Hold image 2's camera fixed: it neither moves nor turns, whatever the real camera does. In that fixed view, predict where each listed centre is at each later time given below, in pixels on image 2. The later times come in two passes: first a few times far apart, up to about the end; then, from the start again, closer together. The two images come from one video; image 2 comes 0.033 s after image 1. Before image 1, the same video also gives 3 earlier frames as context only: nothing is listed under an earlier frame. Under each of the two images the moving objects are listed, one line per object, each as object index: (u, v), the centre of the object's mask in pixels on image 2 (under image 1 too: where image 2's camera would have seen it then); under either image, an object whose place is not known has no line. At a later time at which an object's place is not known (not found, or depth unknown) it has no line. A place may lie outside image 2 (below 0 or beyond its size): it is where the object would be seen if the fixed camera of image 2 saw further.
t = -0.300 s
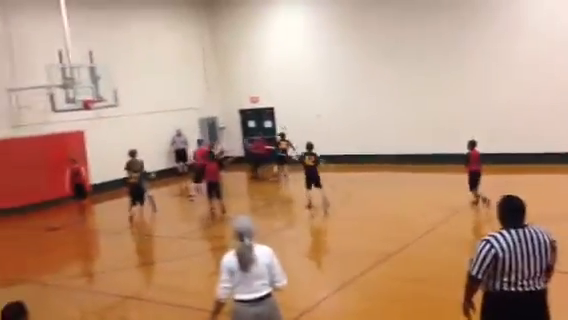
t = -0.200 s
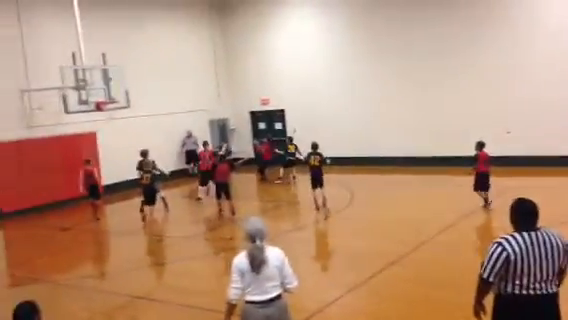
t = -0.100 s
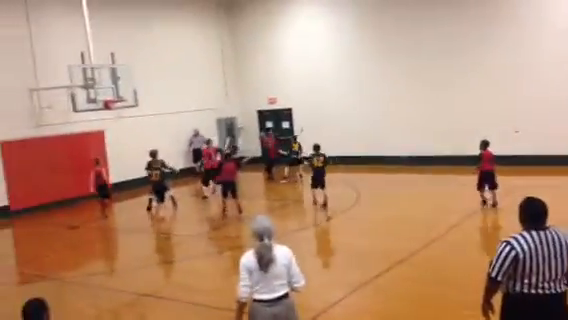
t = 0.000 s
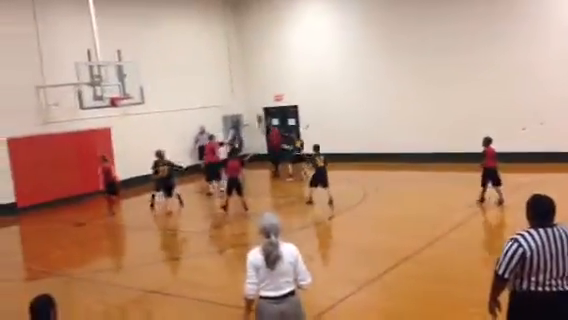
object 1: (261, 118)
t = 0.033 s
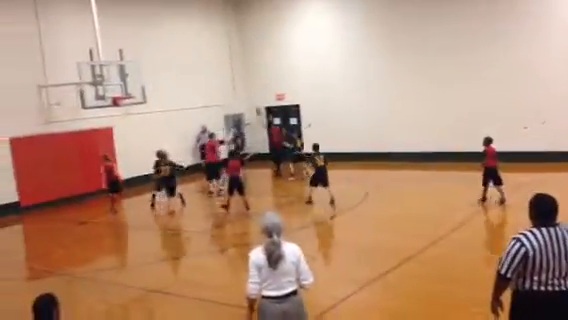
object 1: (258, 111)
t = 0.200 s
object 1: (235, 85)
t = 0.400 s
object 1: (207, 62)
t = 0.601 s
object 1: (180, 55)
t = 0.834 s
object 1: (147, 64)
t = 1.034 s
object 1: (121, 89)
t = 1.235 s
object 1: (101, 81)
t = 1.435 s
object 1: (85, 81)
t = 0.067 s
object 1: (252, 105)
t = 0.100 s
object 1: (247, 100)
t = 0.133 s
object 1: (244, 94)
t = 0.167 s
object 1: (239, 89)
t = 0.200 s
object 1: (235, 85)
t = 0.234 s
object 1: (230, 80)
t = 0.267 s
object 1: (226, 76)
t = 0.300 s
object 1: (221, 73)
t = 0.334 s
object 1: (216, 69)
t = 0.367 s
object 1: (212, 65)
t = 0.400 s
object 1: (207, 62)
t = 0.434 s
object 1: (203, 60)
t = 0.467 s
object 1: (198, 58)
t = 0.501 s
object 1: (193, 57)
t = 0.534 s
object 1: (189, 56)
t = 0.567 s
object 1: (185, 55)
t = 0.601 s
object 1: (180, 55)
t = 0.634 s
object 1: (175, 55)
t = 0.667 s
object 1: (171, 55)
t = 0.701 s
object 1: (166, 56)
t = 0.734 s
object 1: (161, 57)
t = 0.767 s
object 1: (156, 60)
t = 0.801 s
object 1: (152, 61)
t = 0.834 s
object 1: (147, 64)
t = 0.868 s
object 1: (143, 67)
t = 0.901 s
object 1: (138, 70)
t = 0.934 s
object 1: (134, 74)
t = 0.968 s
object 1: (129, 78)
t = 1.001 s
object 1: (125, 83)
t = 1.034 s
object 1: (121, 89)
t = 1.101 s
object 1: (114, 92)
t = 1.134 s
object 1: (110, 89)
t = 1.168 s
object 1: (107, 87)
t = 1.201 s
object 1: (104, 84)
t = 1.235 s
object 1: (101, 81)
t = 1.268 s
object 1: (100, 82)
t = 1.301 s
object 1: (98, 80)
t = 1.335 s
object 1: (94, 79)
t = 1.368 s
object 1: (91, 79)
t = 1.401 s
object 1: (87, 80)
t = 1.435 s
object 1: (85, 81)
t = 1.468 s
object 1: (83, 82)
